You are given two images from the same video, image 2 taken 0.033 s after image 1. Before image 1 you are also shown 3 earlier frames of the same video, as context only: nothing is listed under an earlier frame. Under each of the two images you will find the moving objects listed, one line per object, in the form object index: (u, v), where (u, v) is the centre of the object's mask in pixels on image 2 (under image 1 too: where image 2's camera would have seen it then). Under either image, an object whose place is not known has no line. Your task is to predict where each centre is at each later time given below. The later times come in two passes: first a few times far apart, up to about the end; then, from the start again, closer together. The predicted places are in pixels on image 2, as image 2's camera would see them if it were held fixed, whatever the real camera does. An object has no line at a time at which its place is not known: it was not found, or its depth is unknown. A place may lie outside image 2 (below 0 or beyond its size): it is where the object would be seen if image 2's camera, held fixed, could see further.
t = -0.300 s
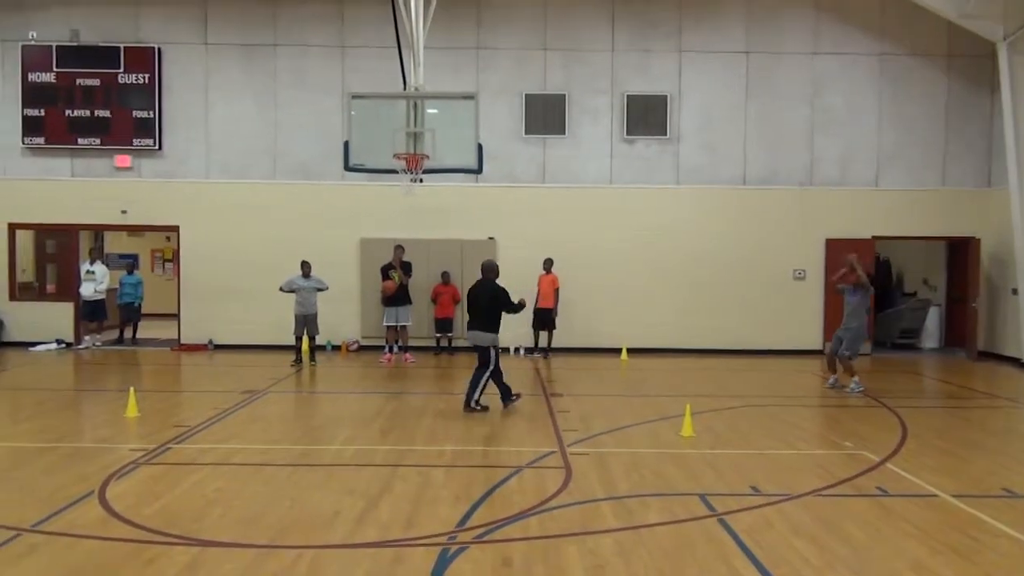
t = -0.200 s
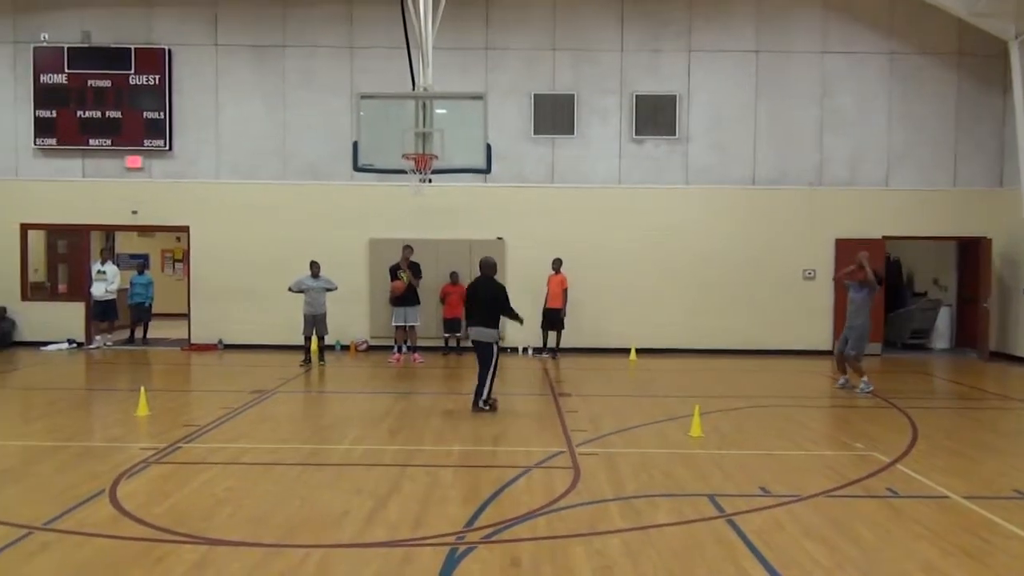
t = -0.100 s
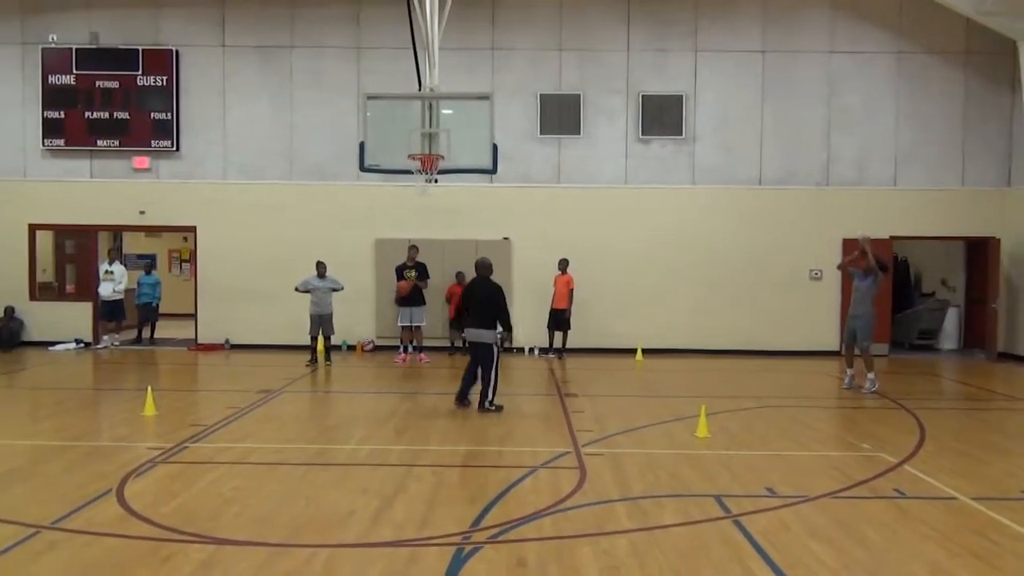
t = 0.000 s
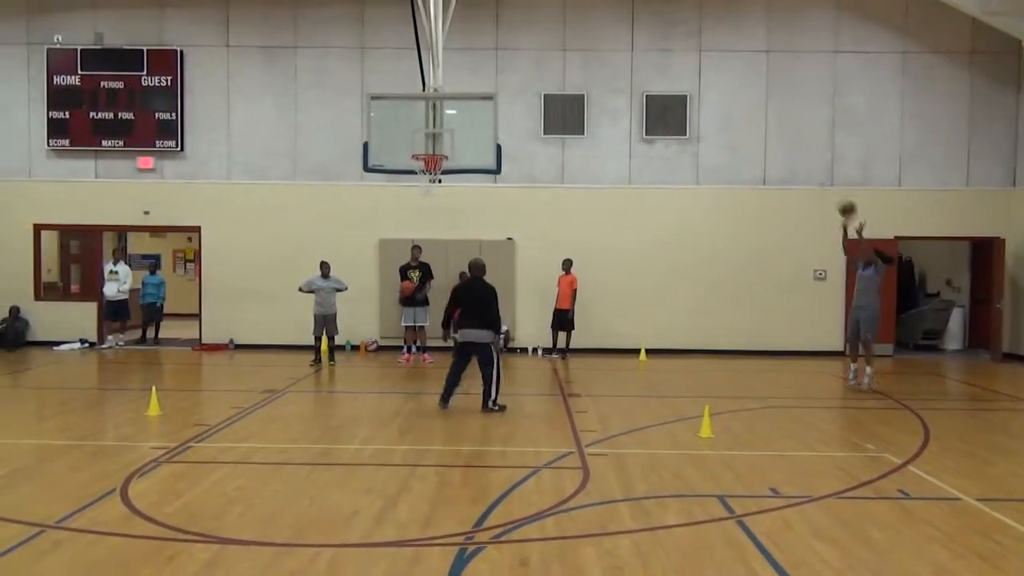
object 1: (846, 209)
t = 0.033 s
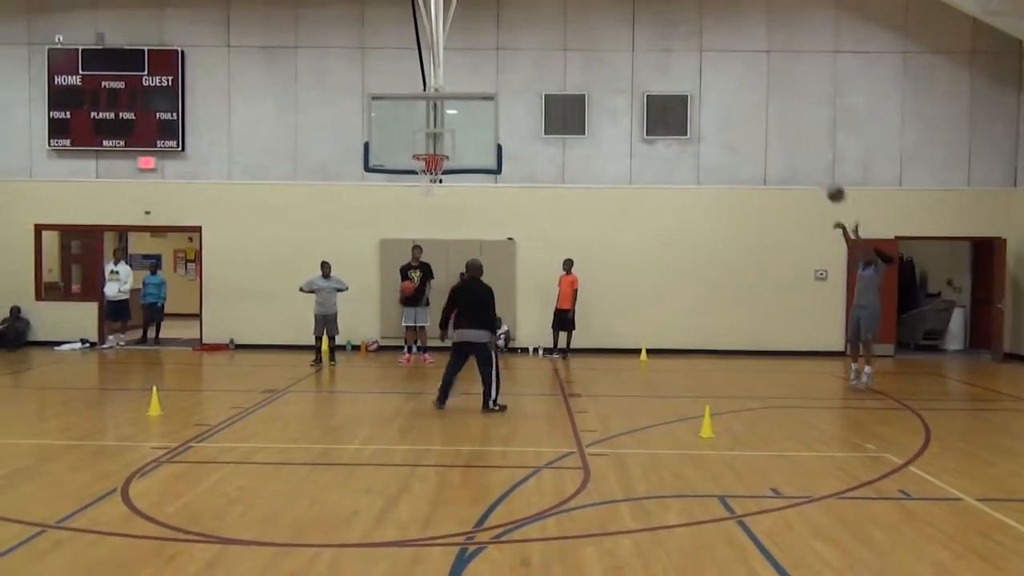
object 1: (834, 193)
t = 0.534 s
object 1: (652, 64)
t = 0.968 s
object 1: (500, 101)
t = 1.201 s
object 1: (431, 138)
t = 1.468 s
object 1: (377, 127)
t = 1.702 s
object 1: (331, 159)
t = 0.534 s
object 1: (652, 64)
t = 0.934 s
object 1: (511, 94)
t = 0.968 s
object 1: (500, 101)
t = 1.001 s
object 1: (488, 110)
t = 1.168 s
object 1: (438, 143)
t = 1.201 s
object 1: (431, 138)
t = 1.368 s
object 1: (398, 125)
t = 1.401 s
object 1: (391, 125)
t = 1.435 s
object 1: (384, 126)
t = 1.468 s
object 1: (377, 127)
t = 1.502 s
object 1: (371, 129)
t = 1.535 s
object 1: (364, 132)
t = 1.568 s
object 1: (357, 136)
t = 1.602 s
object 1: (351, 141)
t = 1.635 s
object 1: (344, 146)
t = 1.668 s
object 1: (338, 152)
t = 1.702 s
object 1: (331, 159)
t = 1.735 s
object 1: (325, 167)
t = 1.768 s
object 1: (318, 175)
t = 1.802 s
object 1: (311, 184)
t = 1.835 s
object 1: (305, 195)
